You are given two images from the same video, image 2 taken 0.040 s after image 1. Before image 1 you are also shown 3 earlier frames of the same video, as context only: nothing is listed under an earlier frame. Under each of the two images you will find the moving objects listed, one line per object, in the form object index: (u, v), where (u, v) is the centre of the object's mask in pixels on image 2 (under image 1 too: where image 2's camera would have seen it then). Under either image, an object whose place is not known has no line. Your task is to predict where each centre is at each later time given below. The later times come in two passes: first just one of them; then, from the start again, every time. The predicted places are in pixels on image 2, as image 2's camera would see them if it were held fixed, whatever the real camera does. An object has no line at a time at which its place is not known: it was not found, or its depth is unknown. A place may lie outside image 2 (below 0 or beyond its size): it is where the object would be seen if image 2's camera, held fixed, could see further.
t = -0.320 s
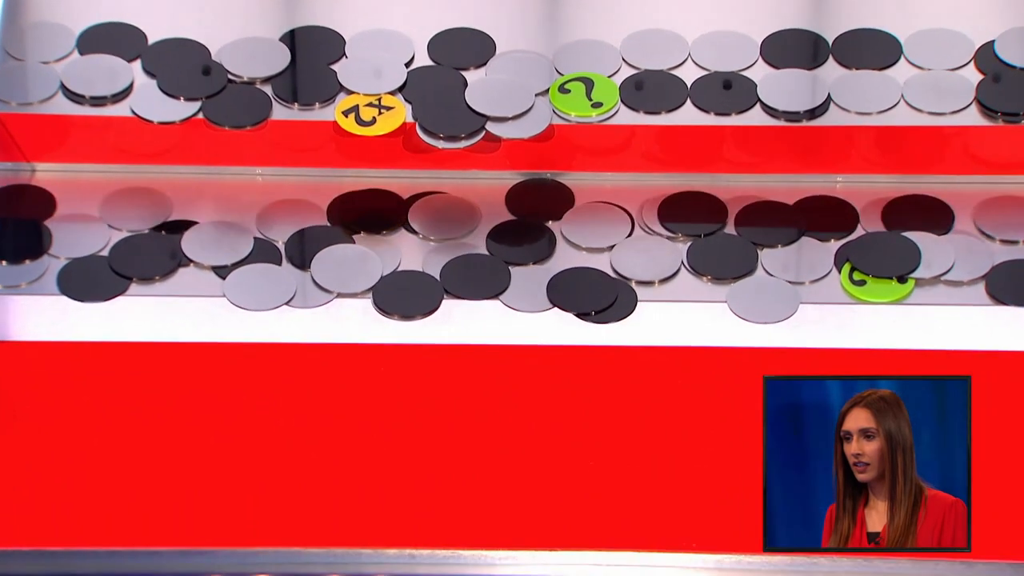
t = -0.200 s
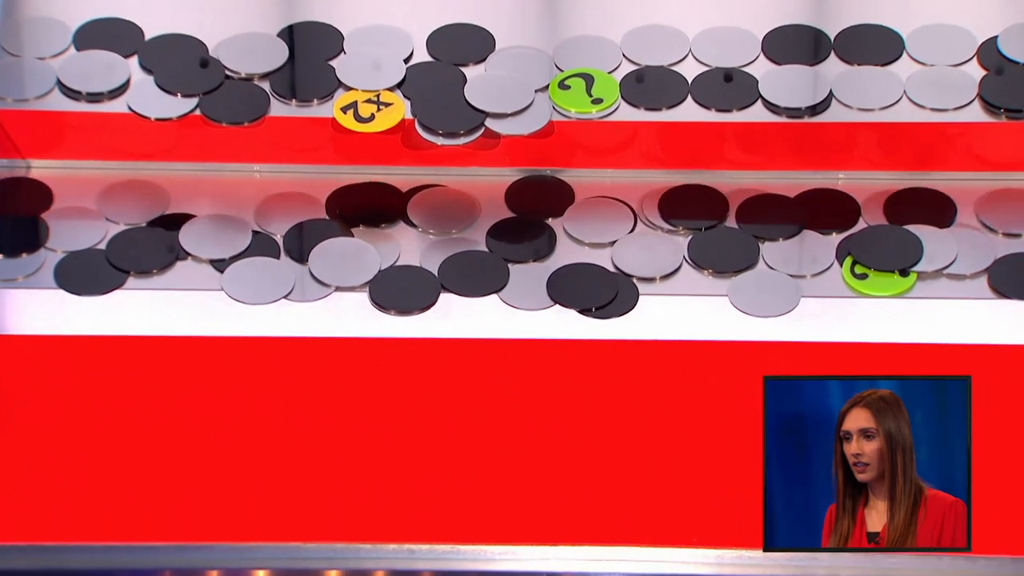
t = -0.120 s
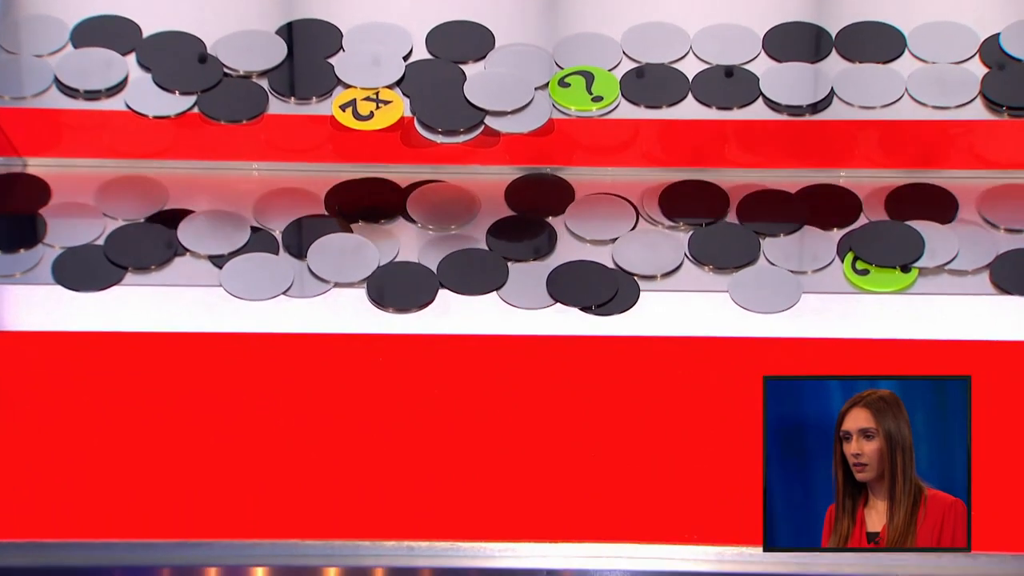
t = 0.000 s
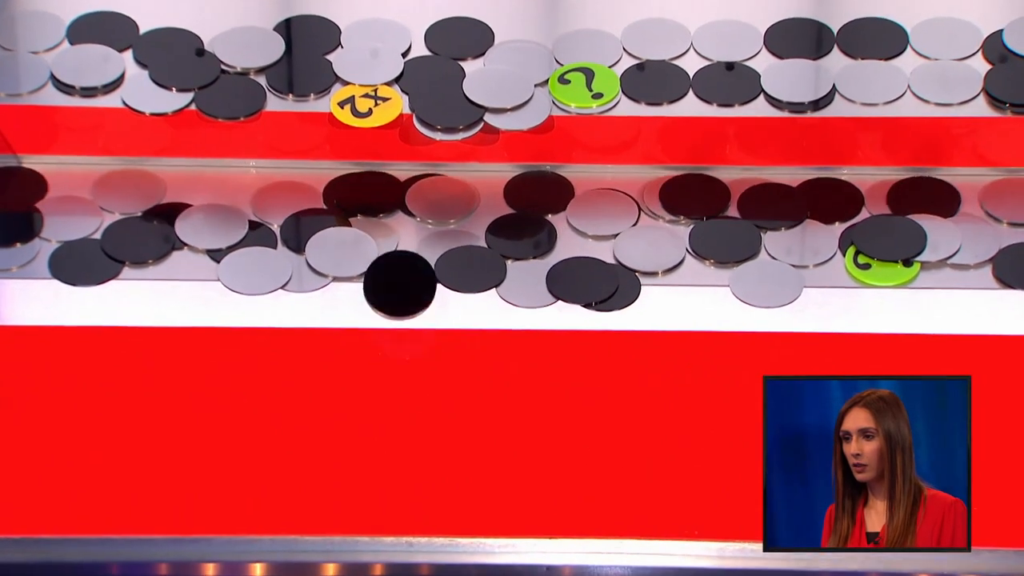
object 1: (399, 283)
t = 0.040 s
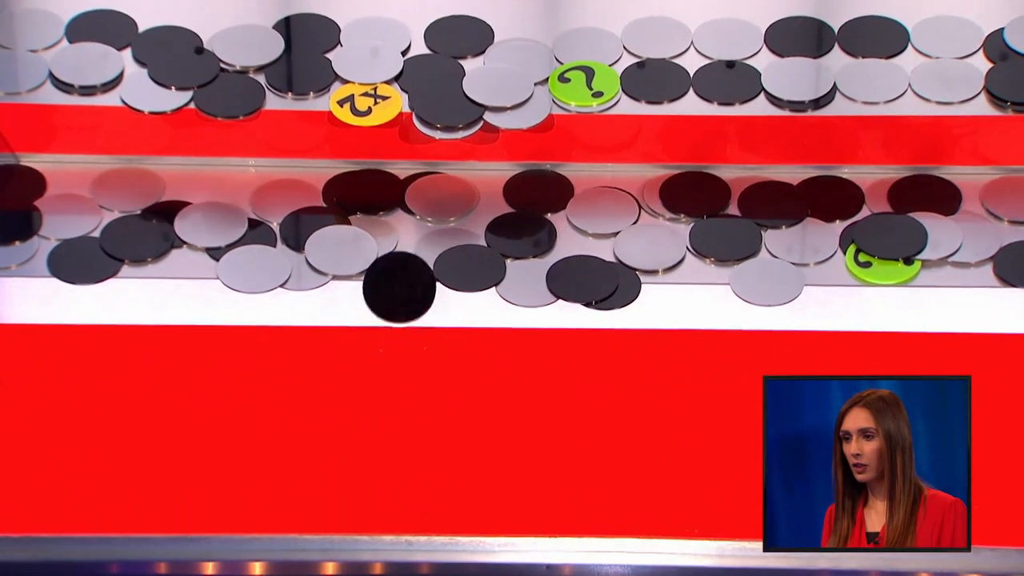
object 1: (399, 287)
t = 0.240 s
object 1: (398, 369)
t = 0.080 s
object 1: (399, 298)
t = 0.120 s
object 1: (399, 310)
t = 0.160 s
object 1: (399, 323)
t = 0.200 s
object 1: (398, 344)
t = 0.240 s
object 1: (398, 369)
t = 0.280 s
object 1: (397, 392)
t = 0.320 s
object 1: (397, 418)
